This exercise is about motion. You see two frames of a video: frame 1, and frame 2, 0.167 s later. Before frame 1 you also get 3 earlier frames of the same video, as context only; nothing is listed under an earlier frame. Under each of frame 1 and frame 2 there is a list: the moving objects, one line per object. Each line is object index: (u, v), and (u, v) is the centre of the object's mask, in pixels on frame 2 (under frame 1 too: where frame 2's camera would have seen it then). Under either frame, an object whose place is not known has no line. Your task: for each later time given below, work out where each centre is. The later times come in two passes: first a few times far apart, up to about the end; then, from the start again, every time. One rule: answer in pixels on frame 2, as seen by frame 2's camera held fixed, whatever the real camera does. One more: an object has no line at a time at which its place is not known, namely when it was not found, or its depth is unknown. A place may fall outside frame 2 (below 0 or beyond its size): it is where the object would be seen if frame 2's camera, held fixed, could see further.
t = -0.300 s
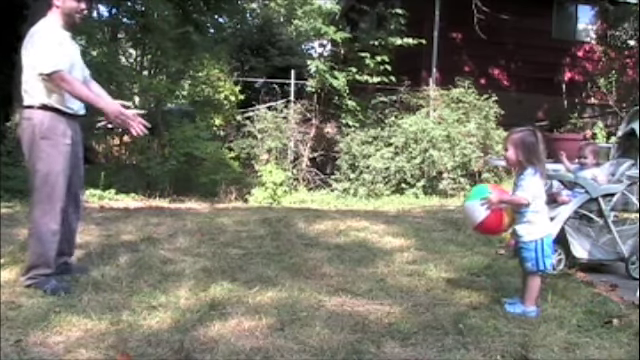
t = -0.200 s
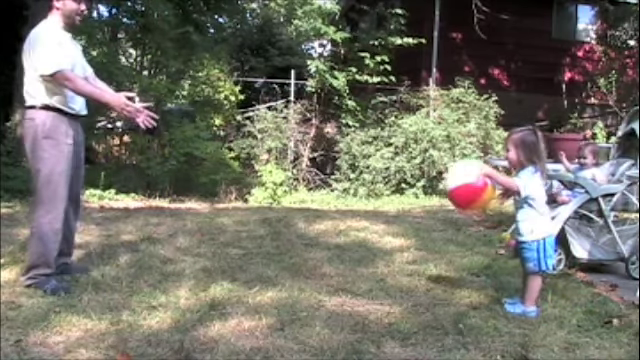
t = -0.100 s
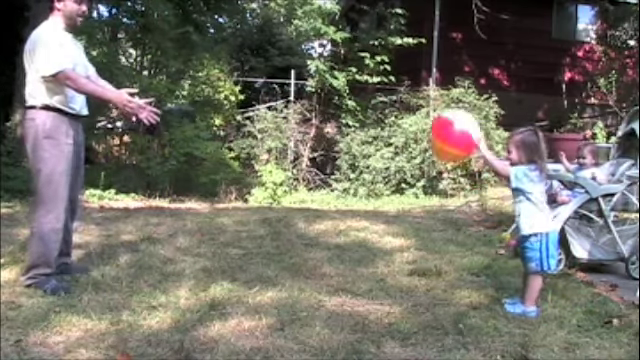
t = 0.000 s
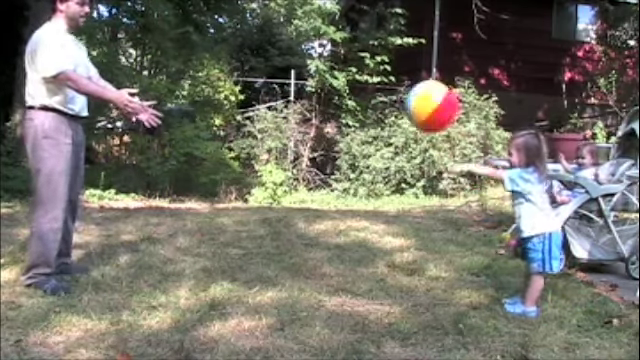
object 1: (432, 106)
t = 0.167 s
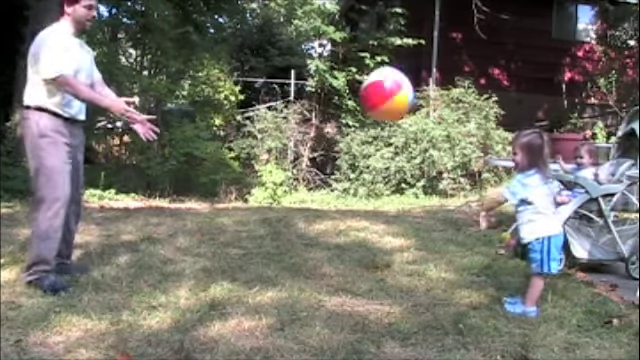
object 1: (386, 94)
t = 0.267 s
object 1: (361, 106)
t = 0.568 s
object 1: (283, 231)
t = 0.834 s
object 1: (248, 249)
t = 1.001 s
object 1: (238, 252)
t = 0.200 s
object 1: (378, 97)
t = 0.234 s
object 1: (370, 100)
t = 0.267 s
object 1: (361, 106)
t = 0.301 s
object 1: (353, 113)
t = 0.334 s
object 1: (345, 123)
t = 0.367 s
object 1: (338, 134)
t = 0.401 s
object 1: (329, 147)
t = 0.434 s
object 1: (321, 160)
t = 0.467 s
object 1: (312, 177)
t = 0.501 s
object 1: (302, 193)
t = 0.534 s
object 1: (293, 211)
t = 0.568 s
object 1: (283, 231)
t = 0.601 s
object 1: (274, 251)
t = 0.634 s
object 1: (265, 274)
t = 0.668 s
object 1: (259, 285)
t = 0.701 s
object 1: (256, 277)
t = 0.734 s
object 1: (253, 267)
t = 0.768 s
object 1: (251, 260)
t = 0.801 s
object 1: (250, 254)
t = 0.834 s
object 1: (248, 249)
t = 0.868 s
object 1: (247, 248)
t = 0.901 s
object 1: (245, 246)
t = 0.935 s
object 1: (242, 246)
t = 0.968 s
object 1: (240, 248)
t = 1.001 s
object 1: (238, 252)
